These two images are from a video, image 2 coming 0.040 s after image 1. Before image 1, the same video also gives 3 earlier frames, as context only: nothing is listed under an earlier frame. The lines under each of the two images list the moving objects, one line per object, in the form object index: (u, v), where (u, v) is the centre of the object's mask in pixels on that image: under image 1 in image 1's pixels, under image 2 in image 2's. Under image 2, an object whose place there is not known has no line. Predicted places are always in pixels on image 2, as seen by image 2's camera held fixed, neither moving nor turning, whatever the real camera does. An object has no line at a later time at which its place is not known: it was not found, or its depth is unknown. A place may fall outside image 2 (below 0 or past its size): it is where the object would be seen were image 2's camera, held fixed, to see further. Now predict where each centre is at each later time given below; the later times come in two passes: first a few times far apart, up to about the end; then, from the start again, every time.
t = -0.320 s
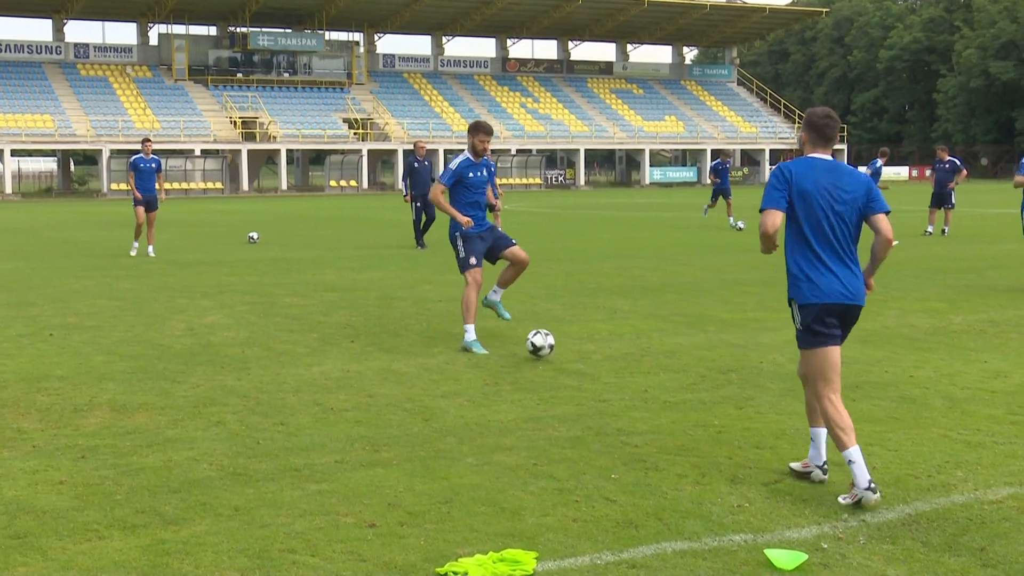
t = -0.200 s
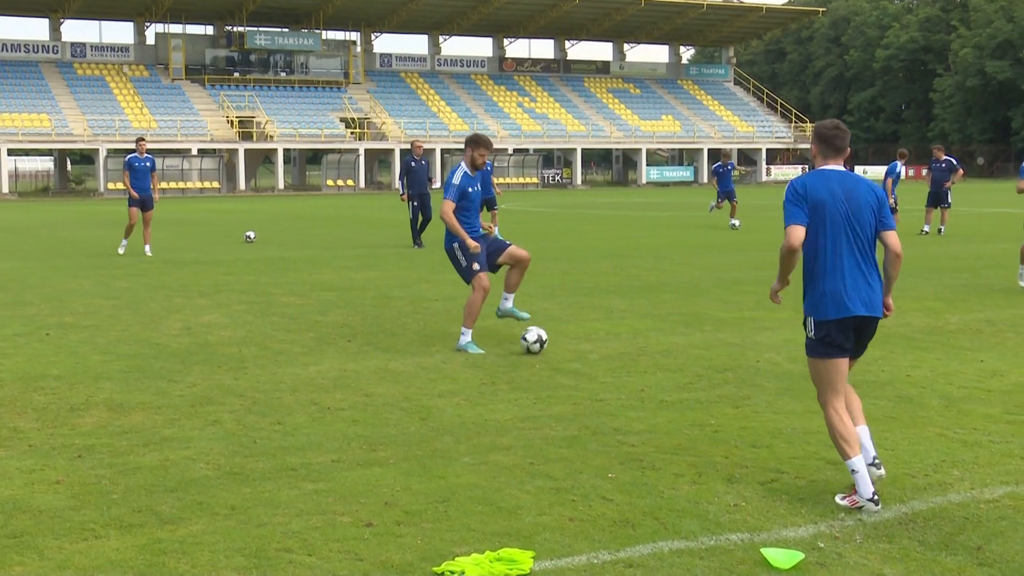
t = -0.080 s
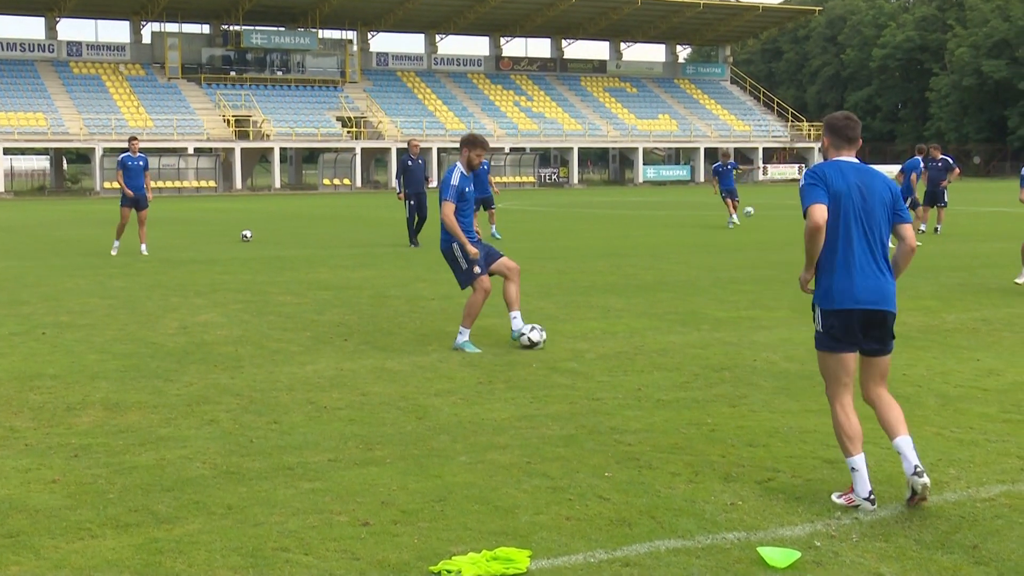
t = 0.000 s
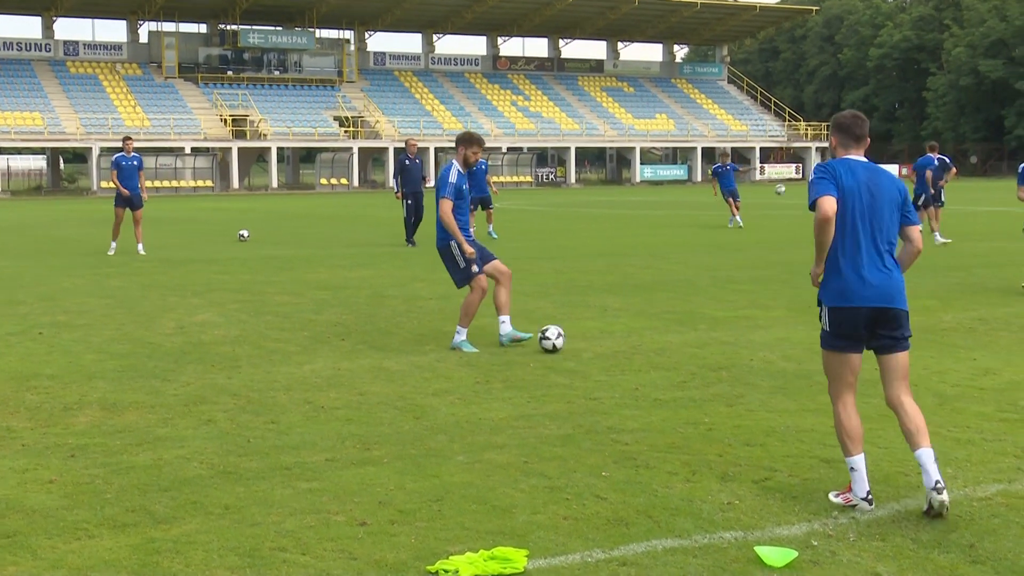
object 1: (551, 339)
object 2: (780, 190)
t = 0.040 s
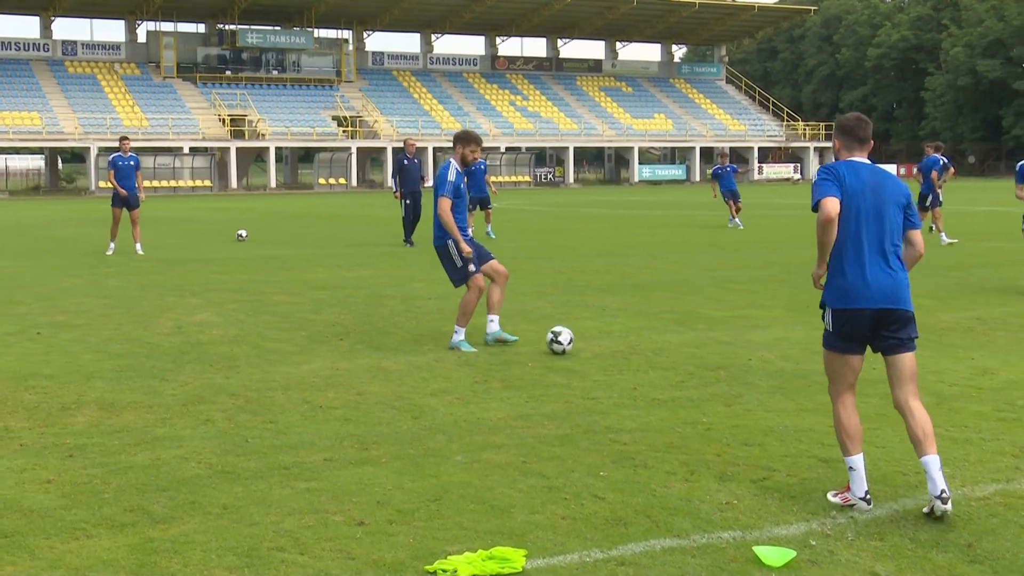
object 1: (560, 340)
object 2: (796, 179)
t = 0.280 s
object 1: (609, 351)
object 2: (918, 126)
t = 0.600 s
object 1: (668, 362)
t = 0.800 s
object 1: (705, 370)
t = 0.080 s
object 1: (570, 343)
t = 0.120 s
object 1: (580, 346)
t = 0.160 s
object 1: (588, 346)
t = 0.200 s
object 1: (595, 346)
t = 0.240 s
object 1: (602, 348)
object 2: (897, 131)
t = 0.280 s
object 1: (609, 351)
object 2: (918, 126)
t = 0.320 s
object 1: (617, 352)
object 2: (940, 117)
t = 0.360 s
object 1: (624, 352)
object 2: (963, 109)
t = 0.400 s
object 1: (631, 354)
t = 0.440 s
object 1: (638, 356)
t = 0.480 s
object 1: (645, 359)
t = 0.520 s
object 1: (653, 358)
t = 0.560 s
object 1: (660, 359)
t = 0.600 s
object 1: (668, 362)
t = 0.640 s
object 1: (675, 364)
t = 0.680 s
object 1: (683, 365)
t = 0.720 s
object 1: (690, 367)
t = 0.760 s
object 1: (698, 369)
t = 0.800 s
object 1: (705, 370)
